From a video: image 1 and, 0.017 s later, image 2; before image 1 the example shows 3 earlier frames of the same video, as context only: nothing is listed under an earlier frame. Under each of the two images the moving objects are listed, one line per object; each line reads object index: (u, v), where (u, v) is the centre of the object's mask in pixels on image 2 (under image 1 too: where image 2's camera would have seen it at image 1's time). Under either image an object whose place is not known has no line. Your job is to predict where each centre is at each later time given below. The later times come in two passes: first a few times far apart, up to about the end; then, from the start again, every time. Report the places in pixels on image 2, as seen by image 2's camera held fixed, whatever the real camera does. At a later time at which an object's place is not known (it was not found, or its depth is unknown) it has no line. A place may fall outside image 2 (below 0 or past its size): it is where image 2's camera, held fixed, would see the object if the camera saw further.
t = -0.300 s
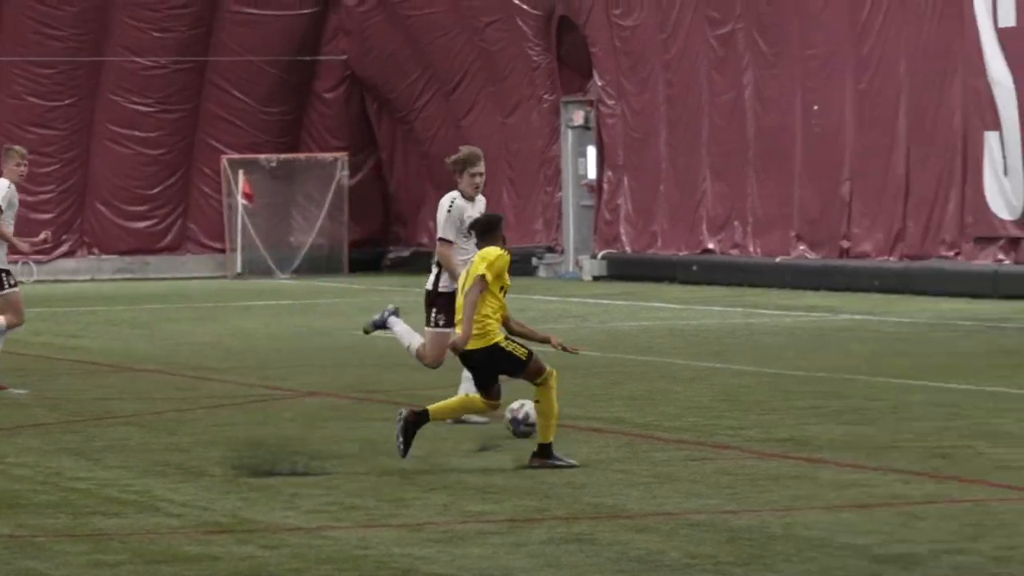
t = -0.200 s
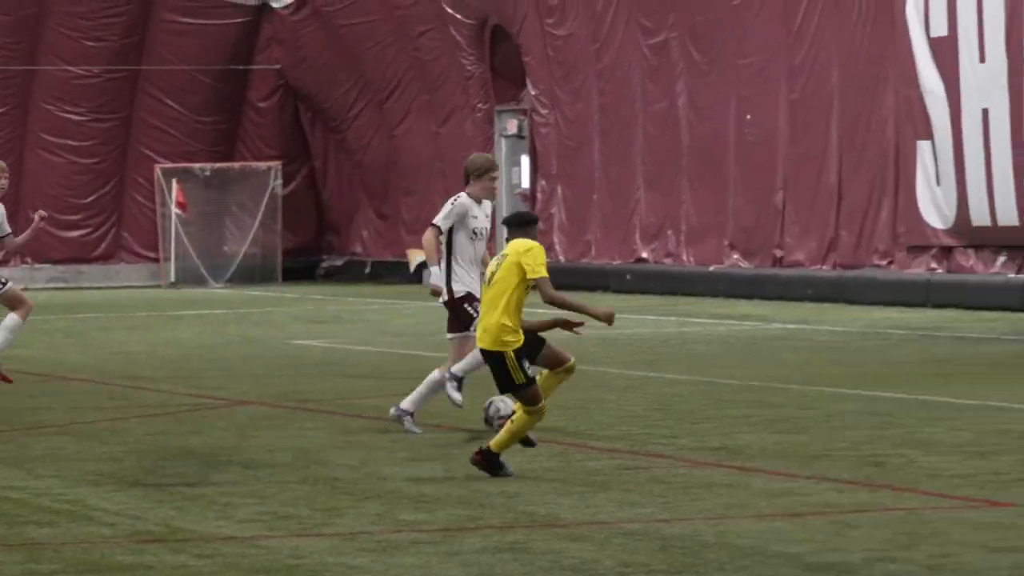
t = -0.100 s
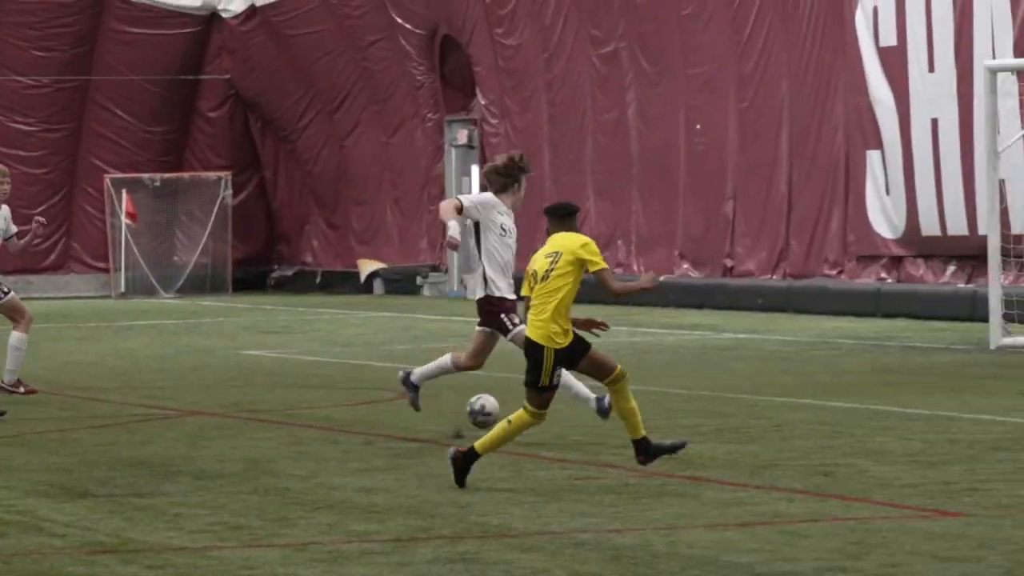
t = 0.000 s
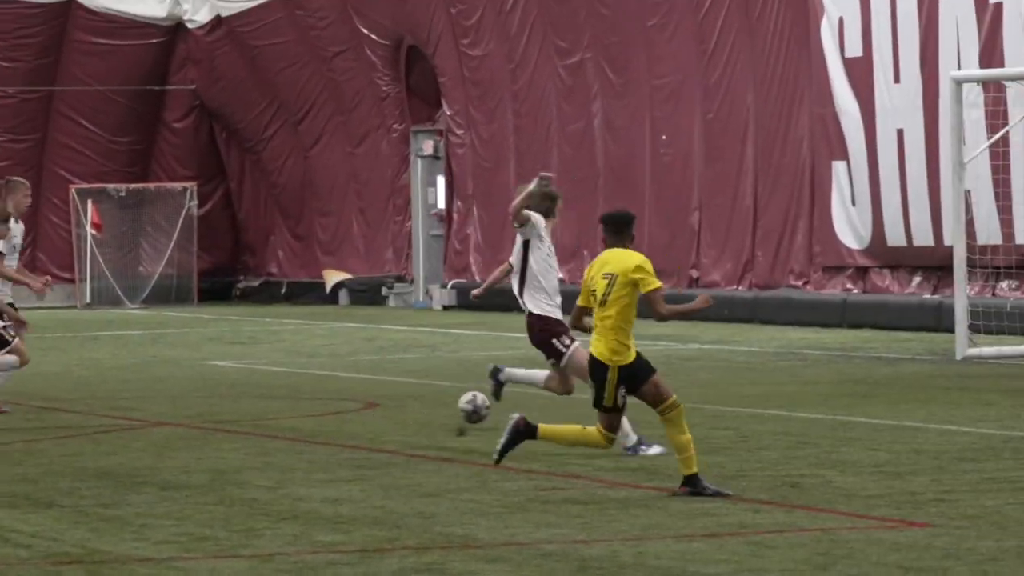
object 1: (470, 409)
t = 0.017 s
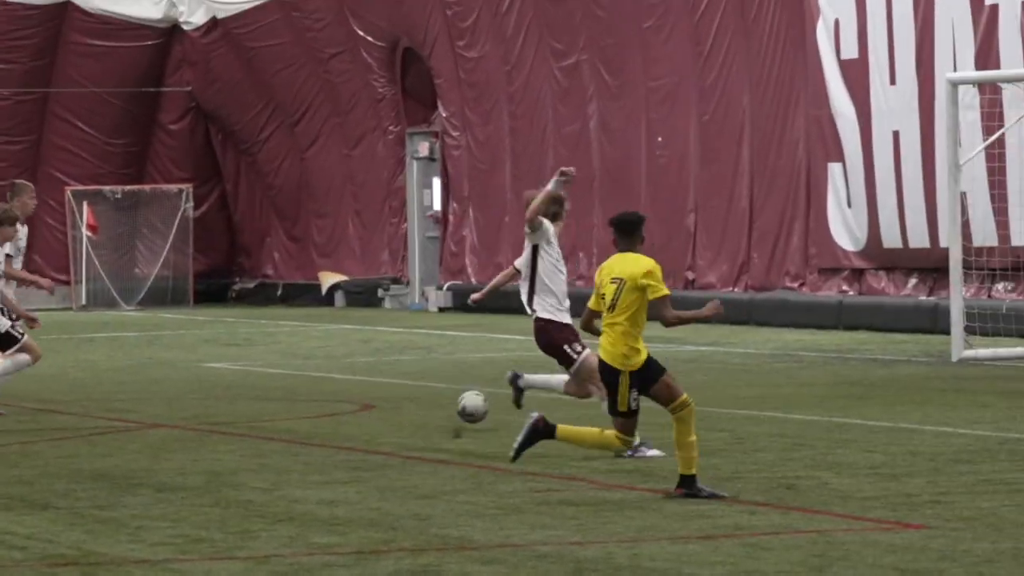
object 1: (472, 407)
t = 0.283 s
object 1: (514, 391)
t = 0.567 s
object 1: (540, 382)
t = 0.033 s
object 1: (476, 405)
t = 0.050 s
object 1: (479, 404)
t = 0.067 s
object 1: (482, 403)
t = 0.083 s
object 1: (485, 403)
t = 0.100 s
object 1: (488, 403)
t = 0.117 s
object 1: (490, 403)
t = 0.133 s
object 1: (493, 405)
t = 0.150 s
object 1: (496, 405)
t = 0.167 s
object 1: (498, 402)
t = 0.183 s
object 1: (501, 398)
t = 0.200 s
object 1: (504, 396)
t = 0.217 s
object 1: (505, 394)
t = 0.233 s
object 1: (508, 392)
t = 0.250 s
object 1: (509, 391)
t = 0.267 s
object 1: (512, 391)
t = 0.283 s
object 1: (514, 391)
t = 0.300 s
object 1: (516, 391)
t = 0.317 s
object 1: (518, 392)
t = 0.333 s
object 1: (519, 393)
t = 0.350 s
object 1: (521, 393)
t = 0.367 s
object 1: (523, 391)
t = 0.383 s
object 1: (525, 389)
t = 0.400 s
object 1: (527, 387)
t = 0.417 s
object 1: (528, 386)
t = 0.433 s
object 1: (530, 385)
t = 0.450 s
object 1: (531, 385)
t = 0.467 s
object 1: (532, 385)
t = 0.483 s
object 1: (534, 386)
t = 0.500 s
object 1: (535, 386)
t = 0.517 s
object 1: (536, 385)
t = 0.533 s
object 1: (538, 384)
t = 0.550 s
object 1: (539, 383)
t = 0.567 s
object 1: (540, 382)
